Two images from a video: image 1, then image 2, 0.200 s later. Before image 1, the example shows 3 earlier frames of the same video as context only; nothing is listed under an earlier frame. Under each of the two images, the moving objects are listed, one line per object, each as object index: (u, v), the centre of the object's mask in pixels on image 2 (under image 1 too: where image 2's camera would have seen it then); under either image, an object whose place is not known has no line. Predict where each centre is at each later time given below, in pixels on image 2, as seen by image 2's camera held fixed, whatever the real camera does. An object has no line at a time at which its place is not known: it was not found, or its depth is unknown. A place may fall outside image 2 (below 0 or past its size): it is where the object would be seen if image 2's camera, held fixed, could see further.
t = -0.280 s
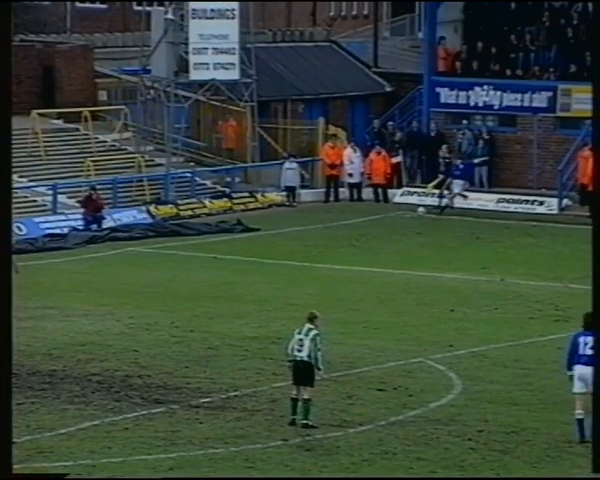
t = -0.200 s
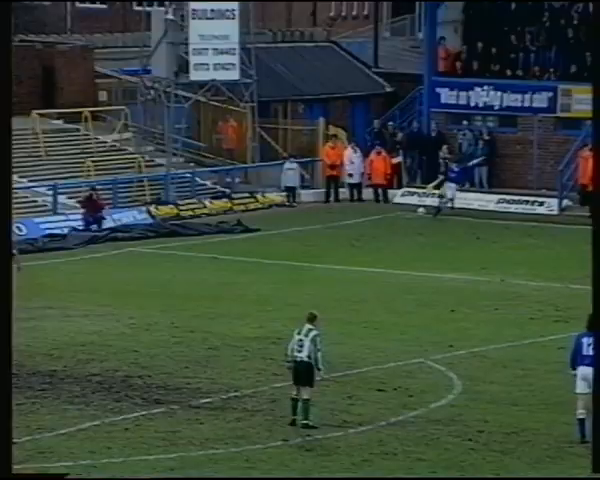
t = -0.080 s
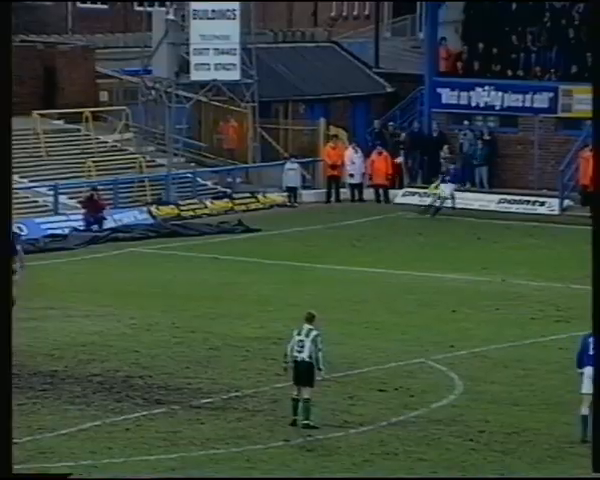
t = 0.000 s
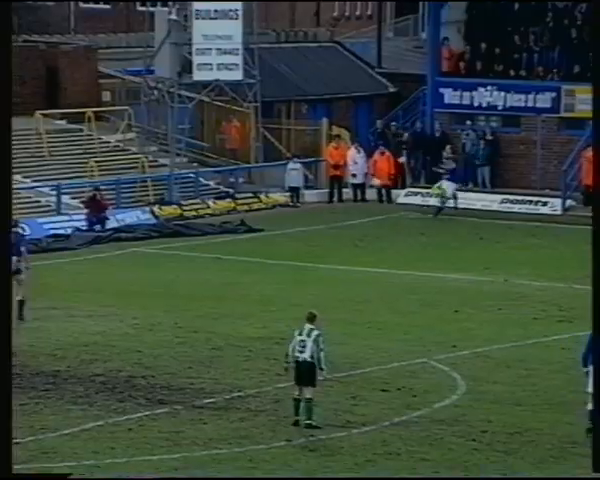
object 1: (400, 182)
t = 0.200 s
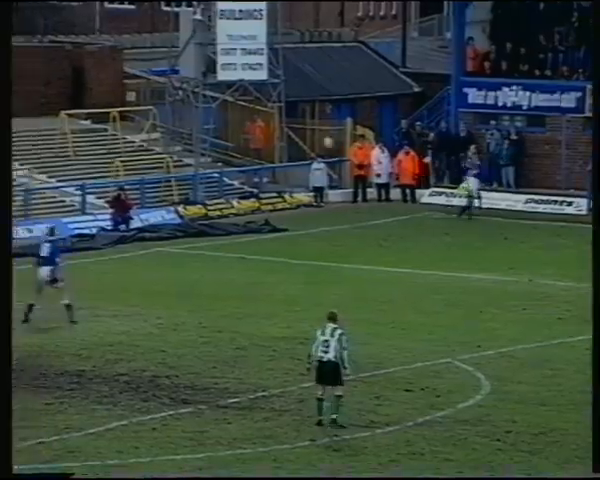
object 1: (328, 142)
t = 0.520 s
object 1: (216, 87)
